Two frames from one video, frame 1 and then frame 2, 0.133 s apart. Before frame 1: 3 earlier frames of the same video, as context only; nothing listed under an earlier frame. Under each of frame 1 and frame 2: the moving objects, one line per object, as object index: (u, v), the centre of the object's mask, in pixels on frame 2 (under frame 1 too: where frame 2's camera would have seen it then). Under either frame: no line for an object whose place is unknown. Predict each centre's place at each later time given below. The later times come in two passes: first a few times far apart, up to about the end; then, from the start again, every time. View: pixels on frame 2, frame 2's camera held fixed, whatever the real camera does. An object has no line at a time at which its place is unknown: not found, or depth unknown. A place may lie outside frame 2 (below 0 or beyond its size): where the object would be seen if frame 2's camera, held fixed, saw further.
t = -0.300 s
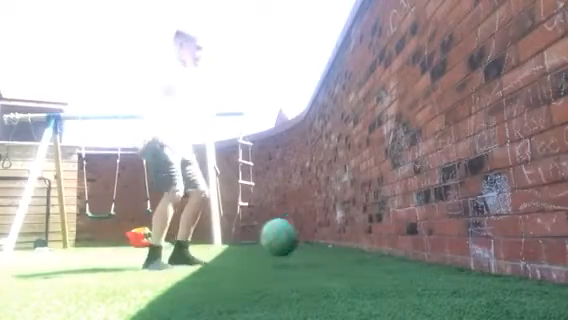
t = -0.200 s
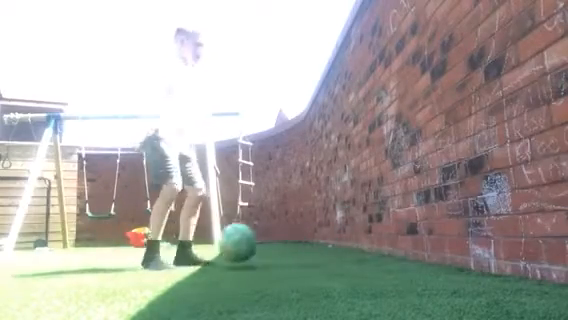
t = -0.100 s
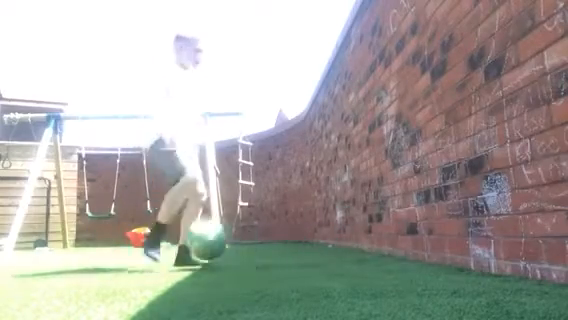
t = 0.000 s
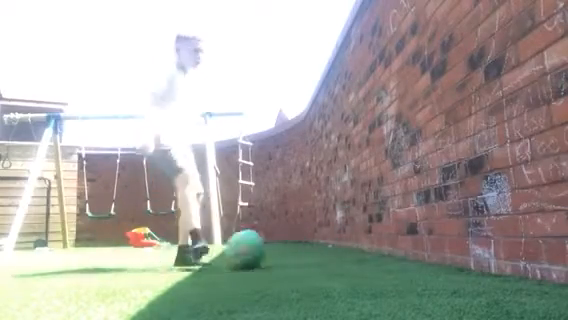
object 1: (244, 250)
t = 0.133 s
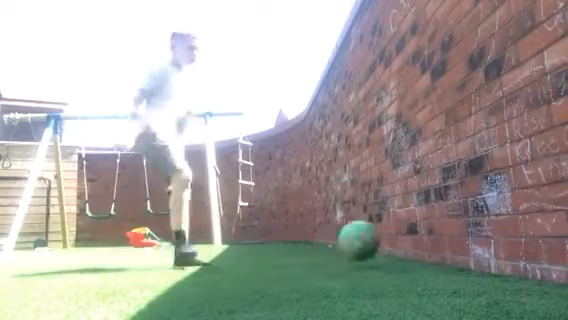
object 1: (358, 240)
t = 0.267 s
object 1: (385, 230)
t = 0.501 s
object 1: (266, 249)
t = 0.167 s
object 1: (388, 243)
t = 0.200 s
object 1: (418, 246)
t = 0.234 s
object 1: (402, 238)
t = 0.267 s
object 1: (385, 230)
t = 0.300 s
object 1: (369, 225)
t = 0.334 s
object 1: (351, 223)
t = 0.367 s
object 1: (334, 223)
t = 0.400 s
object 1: (318, 225)
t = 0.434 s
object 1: (301, 230)
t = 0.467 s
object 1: (284, 237)
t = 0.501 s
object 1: (266, 249)
